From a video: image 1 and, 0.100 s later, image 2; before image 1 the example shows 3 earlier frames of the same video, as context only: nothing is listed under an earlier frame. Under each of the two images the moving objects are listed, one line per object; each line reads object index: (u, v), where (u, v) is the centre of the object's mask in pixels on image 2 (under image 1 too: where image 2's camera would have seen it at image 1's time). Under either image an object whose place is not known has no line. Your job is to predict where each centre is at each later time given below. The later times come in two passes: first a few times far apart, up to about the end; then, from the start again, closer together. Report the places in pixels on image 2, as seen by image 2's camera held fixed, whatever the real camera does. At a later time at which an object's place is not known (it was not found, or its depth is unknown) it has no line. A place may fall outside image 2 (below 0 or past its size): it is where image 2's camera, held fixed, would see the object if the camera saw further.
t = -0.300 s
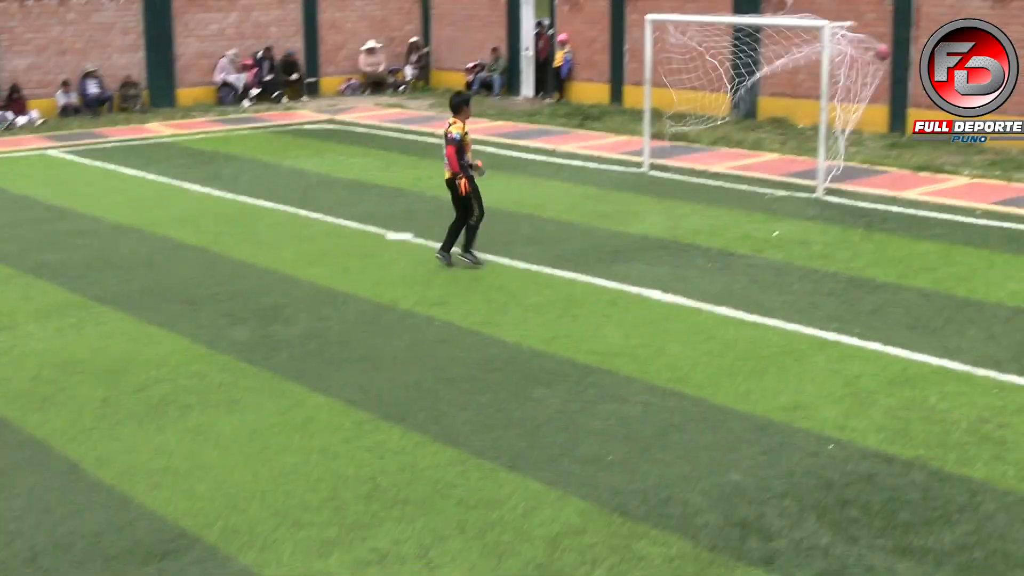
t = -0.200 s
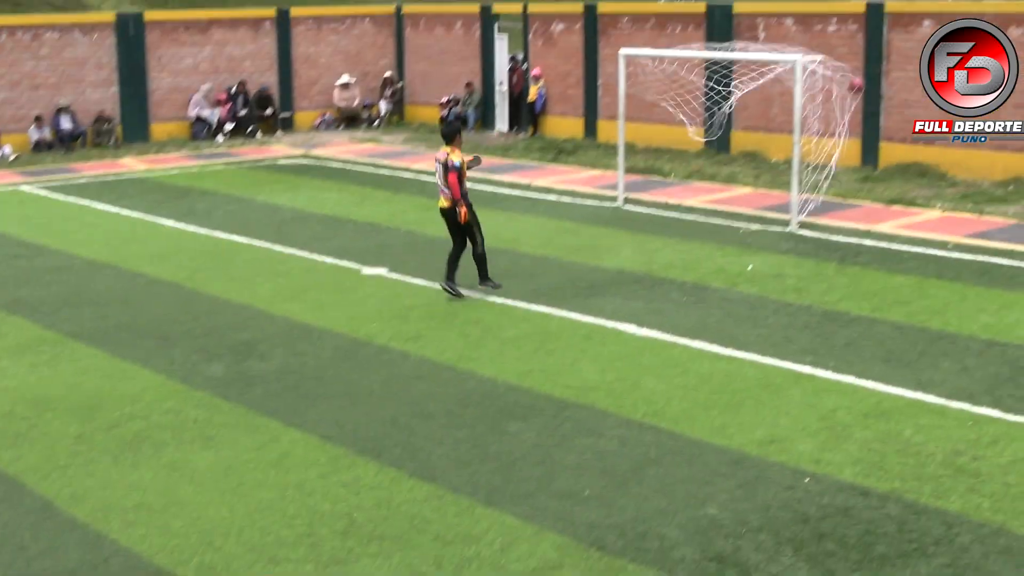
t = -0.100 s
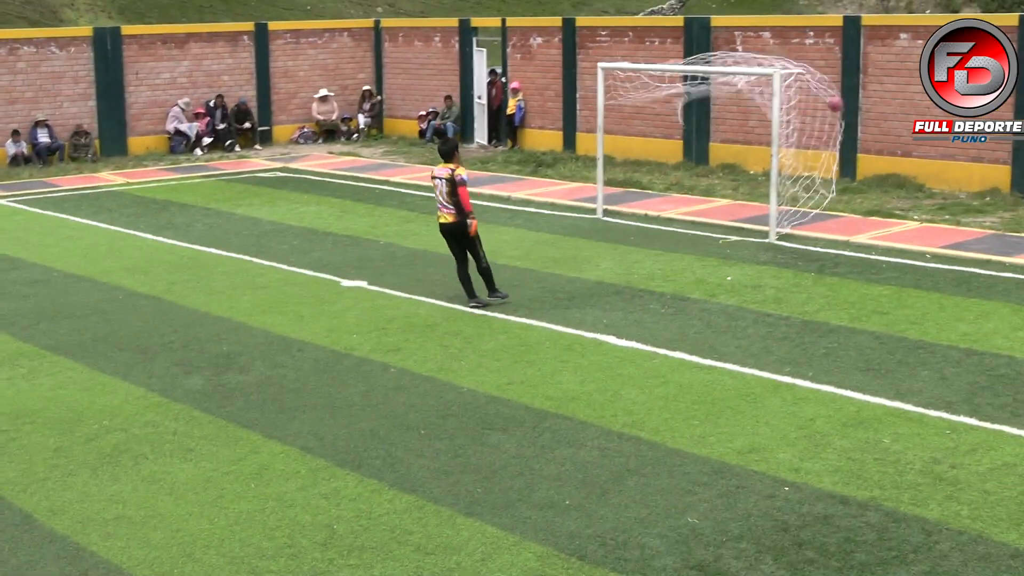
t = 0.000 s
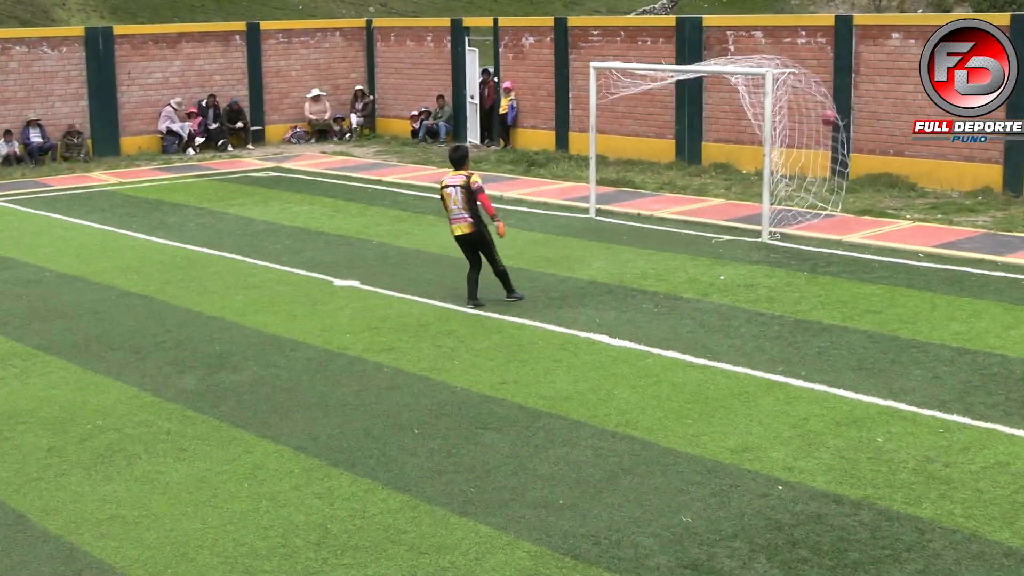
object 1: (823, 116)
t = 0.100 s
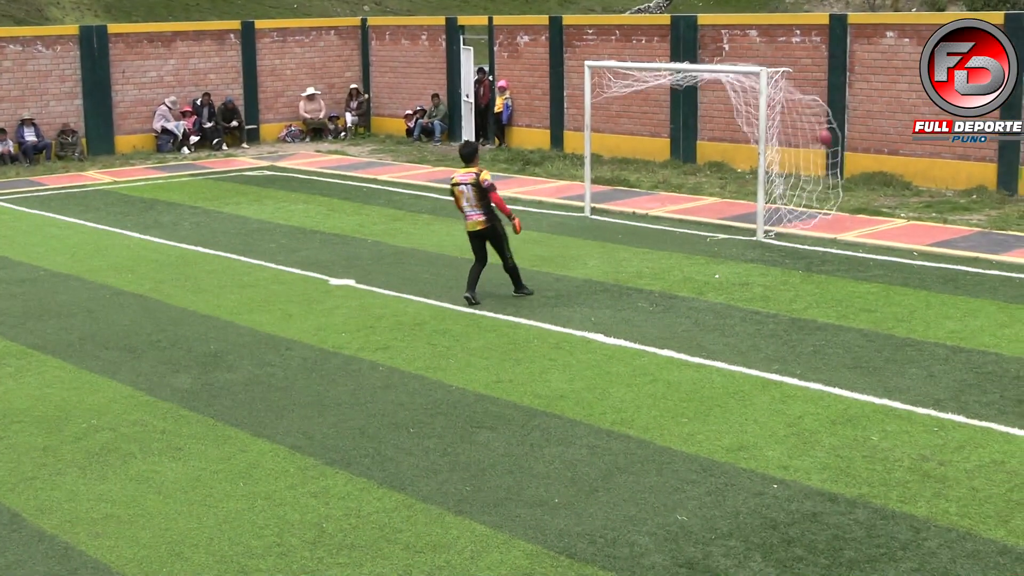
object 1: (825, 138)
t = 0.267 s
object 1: (825, 188)
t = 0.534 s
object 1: (812, 175)
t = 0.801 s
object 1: (795, 179)
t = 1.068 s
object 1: (776, 202)
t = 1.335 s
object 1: (753, 204)
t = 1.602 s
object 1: (736, 213)
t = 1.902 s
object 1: (714, 226)
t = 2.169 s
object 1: (696, 230)
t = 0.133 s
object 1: (824, 145)
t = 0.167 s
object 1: (824, 154)
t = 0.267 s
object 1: (825, 188)
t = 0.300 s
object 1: (826, 201)
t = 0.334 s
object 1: (825, 203)
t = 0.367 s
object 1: (822, 196)
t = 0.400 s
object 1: (820, 191)
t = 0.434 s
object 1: (818, 185)
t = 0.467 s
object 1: (816, 181)
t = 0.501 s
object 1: (814, 178)
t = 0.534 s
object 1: (812, 175)
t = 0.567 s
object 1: (810, 172)
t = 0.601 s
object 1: (808, 171)
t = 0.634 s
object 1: (805, 170)
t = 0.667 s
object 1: (803, 171)
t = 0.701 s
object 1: (801, 172)
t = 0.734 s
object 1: (799, 173)
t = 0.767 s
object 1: (797, 176)
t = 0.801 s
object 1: (795, 179)
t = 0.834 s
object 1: (793, 183)
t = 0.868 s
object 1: (790, 188)
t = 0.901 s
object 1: (787, 195)
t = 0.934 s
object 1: (785, 200)
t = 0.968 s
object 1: (783, 208)
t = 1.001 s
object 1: (780, 209)
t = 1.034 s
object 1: (777, 206)
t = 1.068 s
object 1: (776, 202)
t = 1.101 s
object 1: (774, 199)
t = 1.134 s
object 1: (772, 198)
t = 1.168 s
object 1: (771, 197)
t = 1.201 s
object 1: (769, 197)
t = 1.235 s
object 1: (768, 197)
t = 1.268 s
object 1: (767, 198)
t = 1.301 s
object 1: (754, 201)
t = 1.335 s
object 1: (753, 204)
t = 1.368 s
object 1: (752, 207)
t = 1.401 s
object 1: (751, 213)
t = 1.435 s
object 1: (749, 217)
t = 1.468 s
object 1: (747, 215)
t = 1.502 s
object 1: (744, 214)
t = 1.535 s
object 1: (741, 213)
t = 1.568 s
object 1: (738, 212)
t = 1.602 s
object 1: (736, 213)
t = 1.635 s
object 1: (733, 214)
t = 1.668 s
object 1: (731, 216)
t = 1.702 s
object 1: (728, 220)
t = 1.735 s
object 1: (726, 224)
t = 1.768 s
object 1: (723, 224)
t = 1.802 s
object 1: (721, 224)
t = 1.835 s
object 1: (719, 224)
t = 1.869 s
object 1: (716, 224)
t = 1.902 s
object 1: (714, 226)
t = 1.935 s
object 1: (711, 226)
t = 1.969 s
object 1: (709, 227)
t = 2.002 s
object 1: (707, 228)
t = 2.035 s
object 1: (705, 229)
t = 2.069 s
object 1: (703, 229)
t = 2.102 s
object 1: (700, 229)
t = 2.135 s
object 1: (698, 230)
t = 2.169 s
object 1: (696, 230)
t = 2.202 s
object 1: (694, 231)
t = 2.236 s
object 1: (692, 231)
